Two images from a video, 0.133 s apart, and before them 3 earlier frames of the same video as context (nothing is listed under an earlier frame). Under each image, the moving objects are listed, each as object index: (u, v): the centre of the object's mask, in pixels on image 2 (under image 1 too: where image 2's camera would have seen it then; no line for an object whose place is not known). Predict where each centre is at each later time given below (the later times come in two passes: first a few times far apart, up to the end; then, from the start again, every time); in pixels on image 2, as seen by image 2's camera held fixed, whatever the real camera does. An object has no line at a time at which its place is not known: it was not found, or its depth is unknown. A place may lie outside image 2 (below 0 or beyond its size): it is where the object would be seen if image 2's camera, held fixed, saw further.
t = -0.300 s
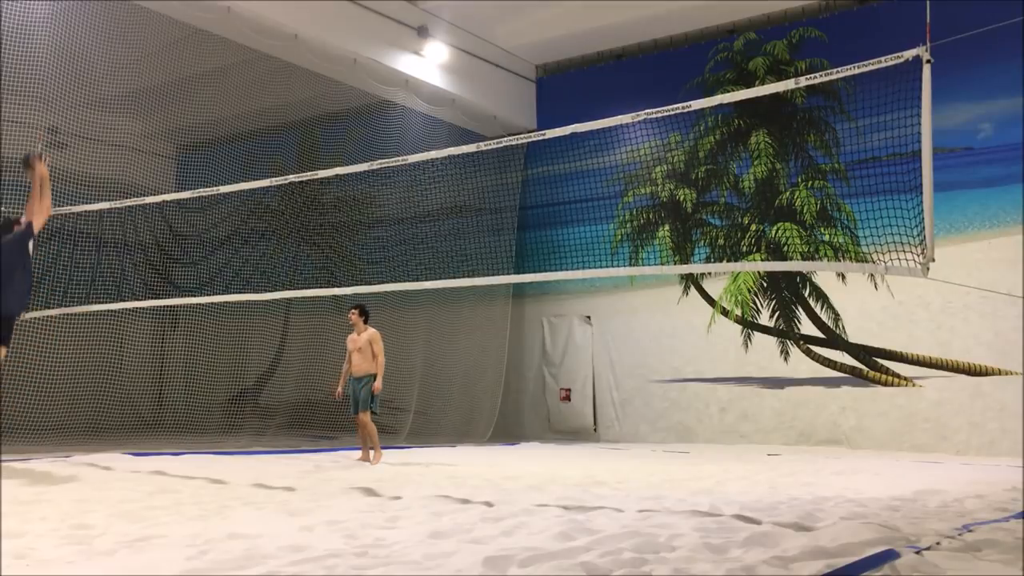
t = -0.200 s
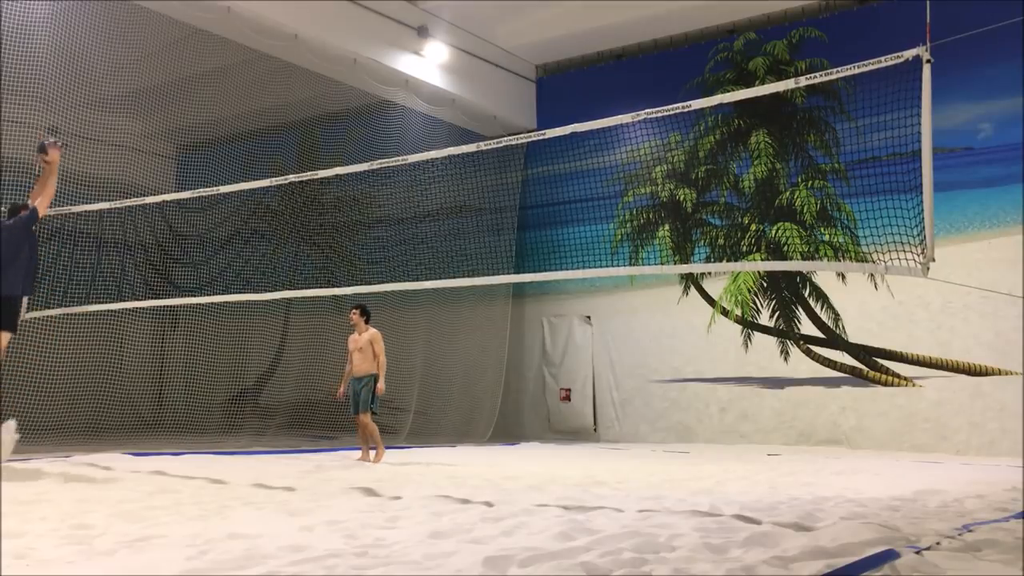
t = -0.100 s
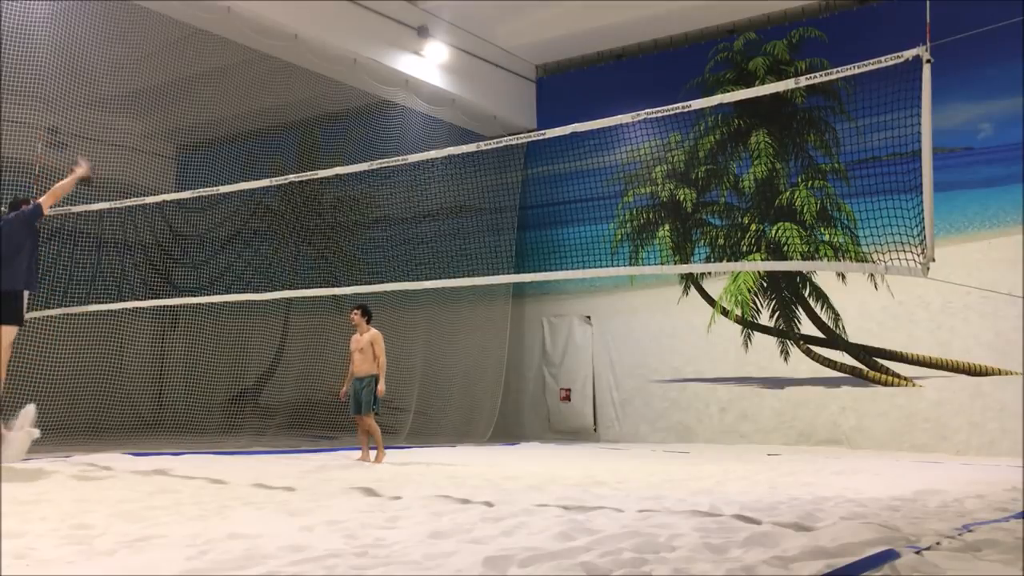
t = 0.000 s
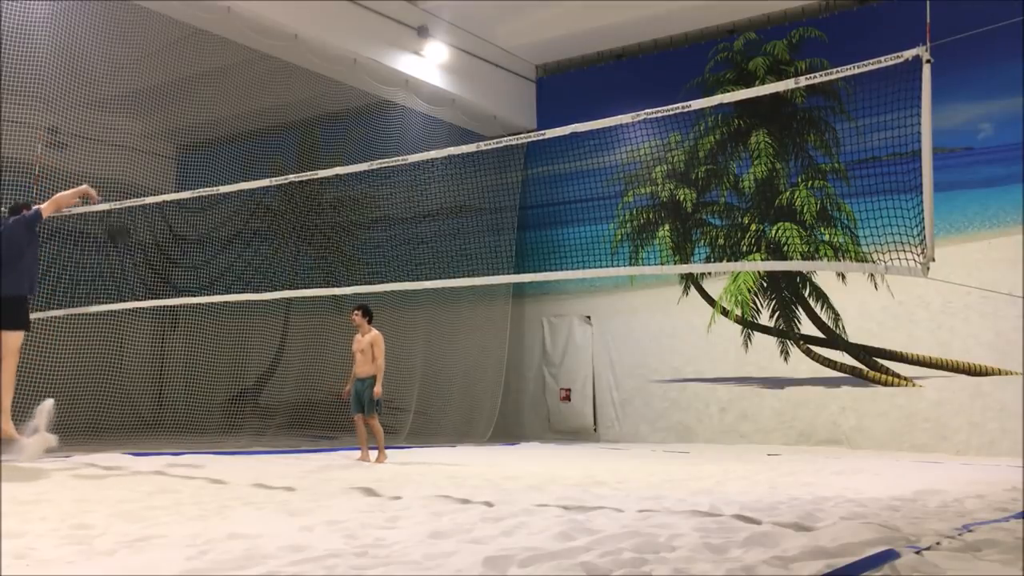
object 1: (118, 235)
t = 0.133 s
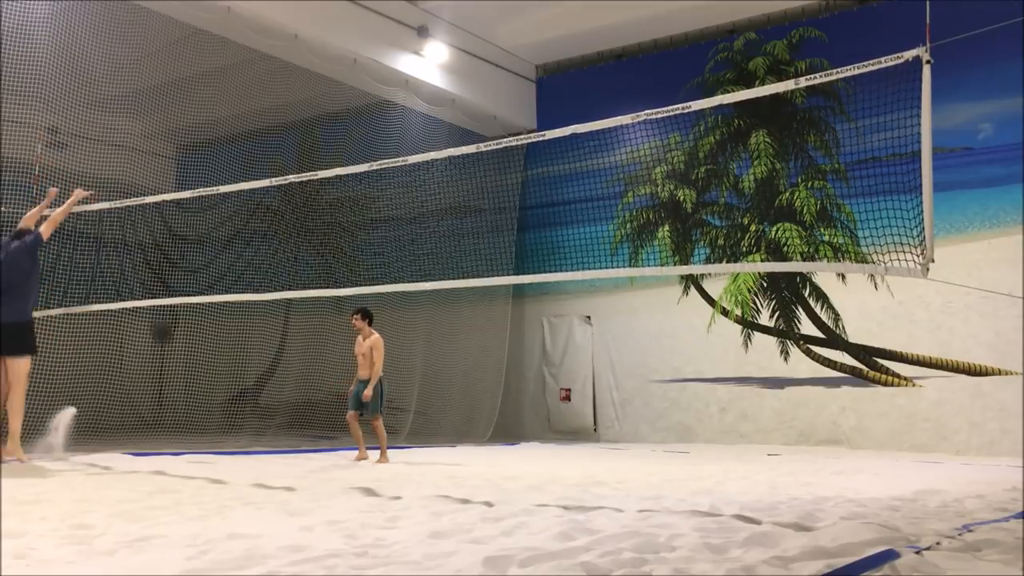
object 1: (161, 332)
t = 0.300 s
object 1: (208, 448)
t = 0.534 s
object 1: (253, 412)
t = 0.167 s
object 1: (172, 359)
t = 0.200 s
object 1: (180, 387)
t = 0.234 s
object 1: (190, 416)
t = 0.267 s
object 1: (200, 446)
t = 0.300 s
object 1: (208, 448)
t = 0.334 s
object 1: (214, 441)
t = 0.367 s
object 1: (221, 433)
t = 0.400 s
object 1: (227, 427)
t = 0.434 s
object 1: (234, 421)
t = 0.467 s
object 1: (240, 417)
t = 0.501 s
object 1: (247, 413)
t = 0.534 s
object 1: (253, 412)
